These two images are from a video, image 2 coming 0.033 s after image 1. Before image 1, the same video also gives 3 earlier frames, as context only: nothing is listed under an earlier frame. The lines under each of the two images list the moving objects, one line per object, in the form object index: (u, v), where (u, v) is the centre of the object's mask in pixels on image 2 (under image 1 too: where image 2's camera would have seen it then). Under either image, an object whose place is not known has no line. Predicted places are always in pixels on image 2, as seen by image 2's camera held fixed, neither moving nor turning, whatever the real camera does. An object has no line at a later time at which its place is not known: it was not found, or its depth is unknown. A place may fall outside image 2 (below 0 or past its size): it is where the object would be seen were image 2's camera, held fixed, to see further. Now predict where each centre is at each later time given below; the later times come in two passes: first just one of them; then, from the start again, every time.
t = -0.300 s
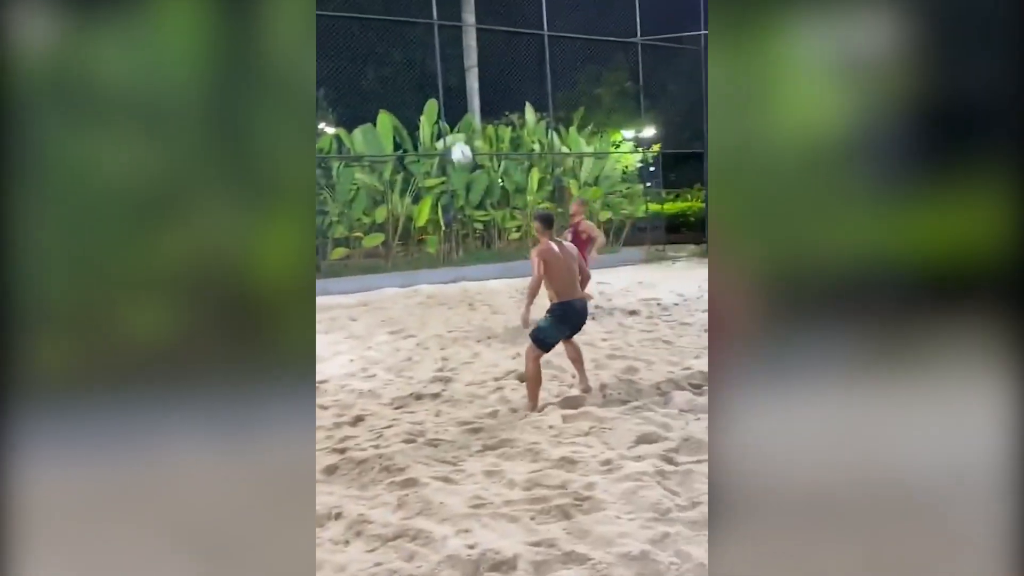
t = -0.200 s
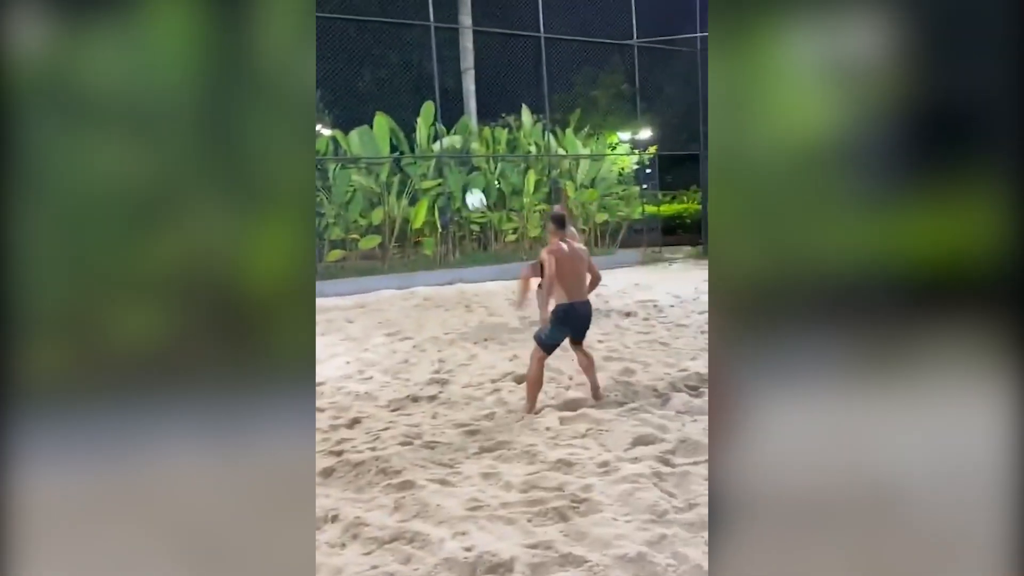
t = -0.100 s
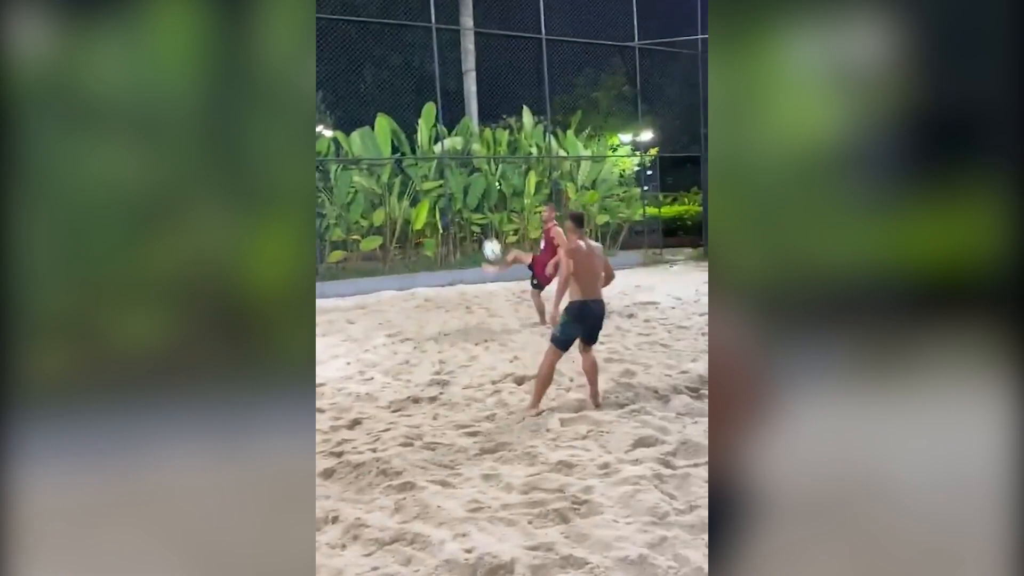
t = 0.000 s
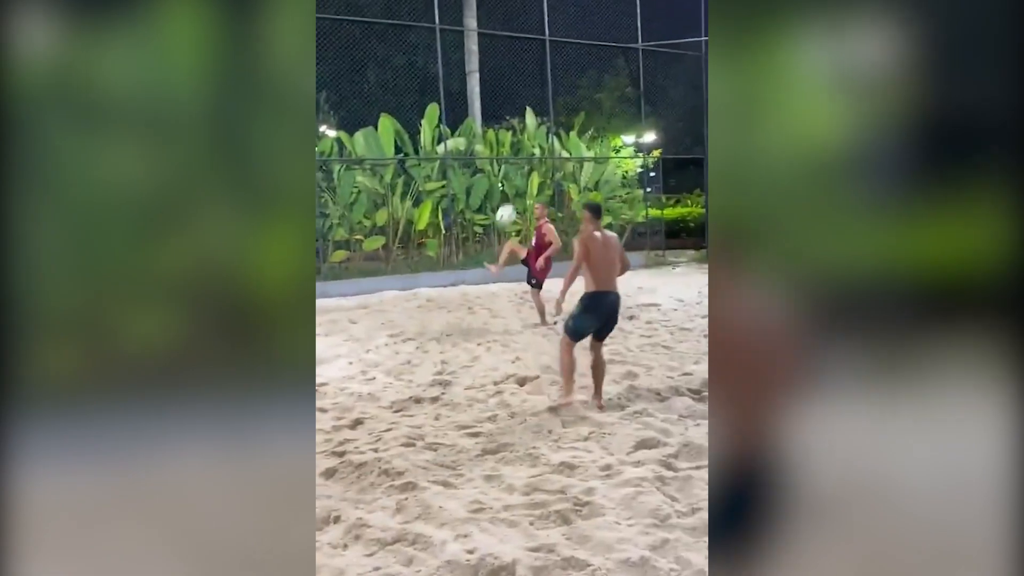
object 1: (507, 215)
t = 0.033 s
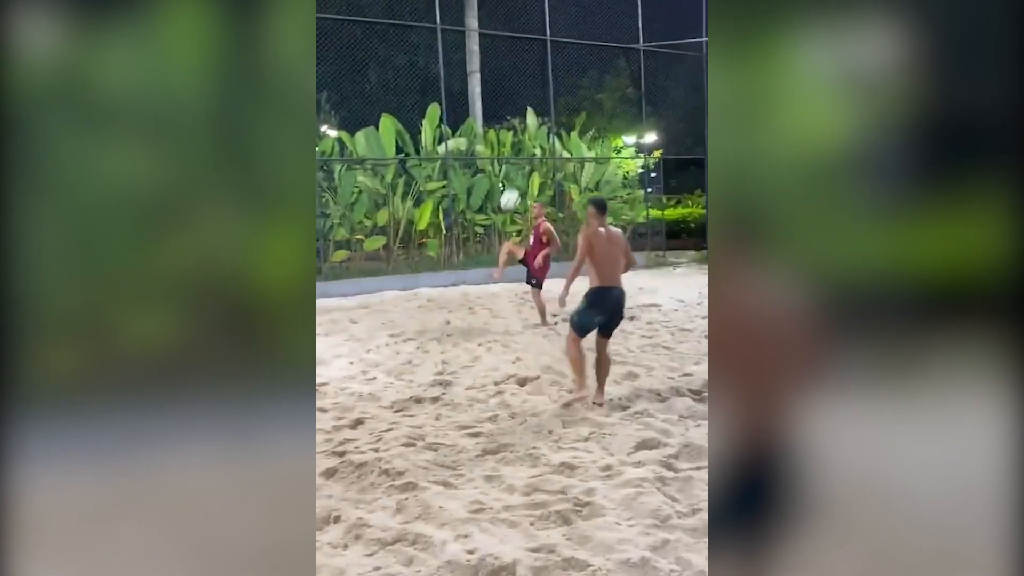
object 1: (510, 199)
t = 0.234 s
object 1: (534, 117)
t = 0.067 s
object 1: (513, 184)
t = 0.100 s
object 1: (518, 169)
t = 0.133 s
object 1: (522, 155)
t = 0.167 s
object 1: (525, 143)
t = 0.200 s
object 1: (529, 131)
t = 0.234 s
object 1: (534, 117)
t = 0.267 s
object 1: (539, 107)
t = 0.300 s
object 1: (543, 98)
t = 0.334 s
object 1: (548, 89)
